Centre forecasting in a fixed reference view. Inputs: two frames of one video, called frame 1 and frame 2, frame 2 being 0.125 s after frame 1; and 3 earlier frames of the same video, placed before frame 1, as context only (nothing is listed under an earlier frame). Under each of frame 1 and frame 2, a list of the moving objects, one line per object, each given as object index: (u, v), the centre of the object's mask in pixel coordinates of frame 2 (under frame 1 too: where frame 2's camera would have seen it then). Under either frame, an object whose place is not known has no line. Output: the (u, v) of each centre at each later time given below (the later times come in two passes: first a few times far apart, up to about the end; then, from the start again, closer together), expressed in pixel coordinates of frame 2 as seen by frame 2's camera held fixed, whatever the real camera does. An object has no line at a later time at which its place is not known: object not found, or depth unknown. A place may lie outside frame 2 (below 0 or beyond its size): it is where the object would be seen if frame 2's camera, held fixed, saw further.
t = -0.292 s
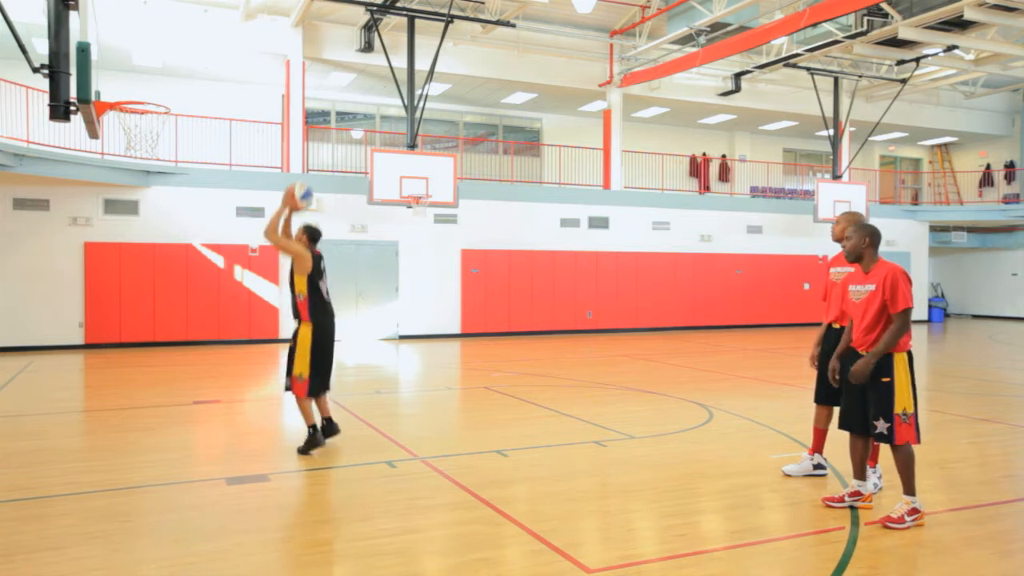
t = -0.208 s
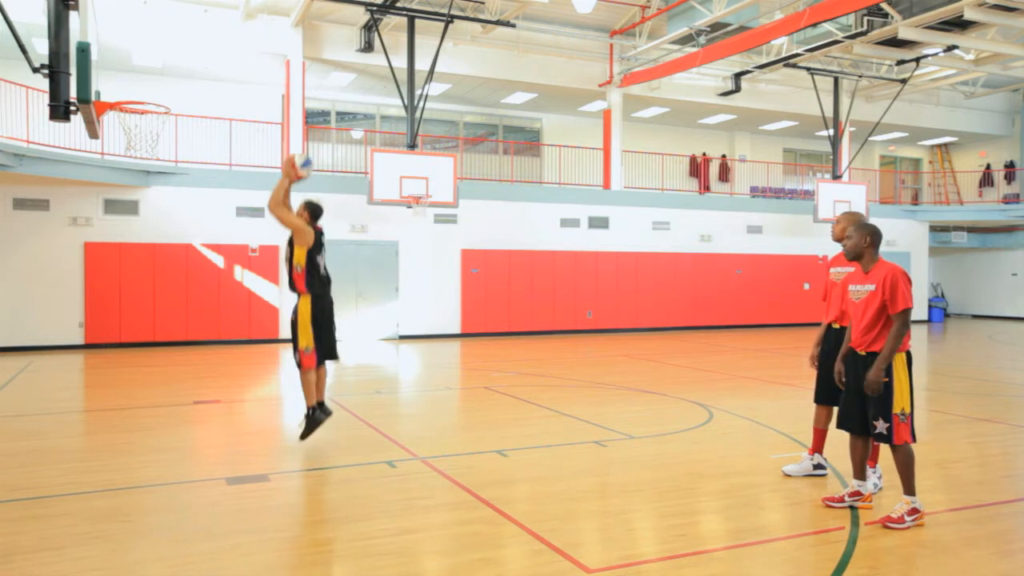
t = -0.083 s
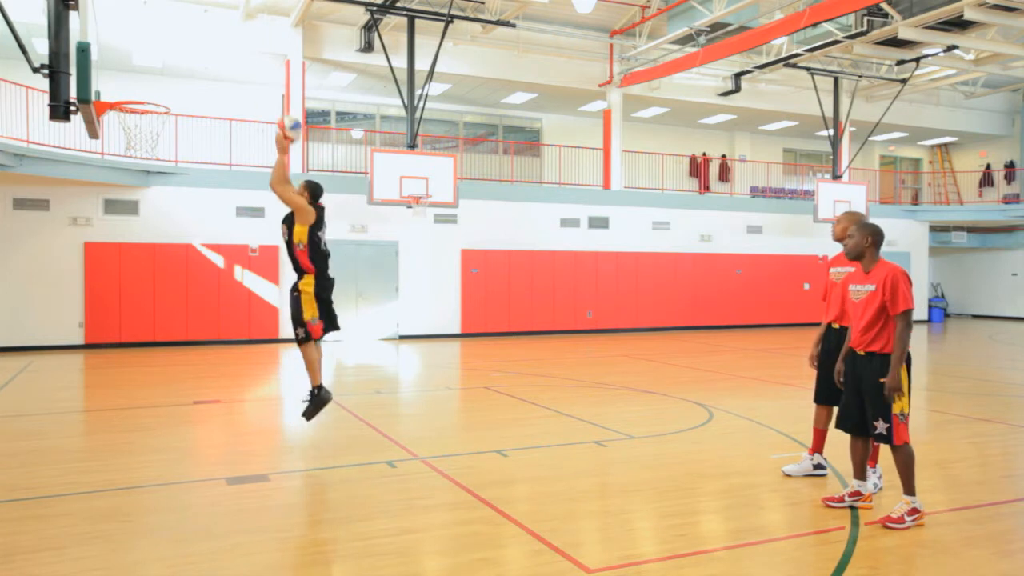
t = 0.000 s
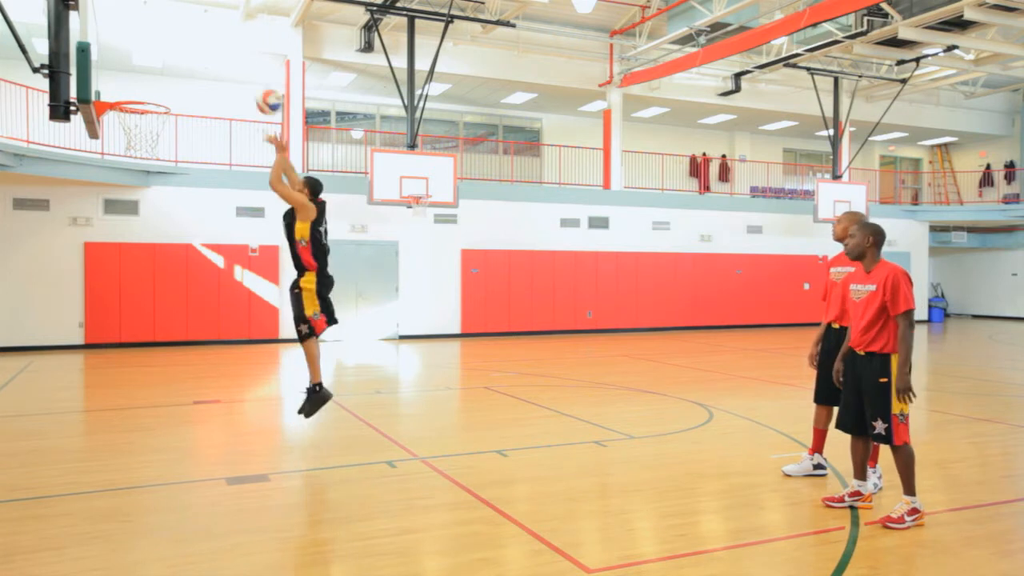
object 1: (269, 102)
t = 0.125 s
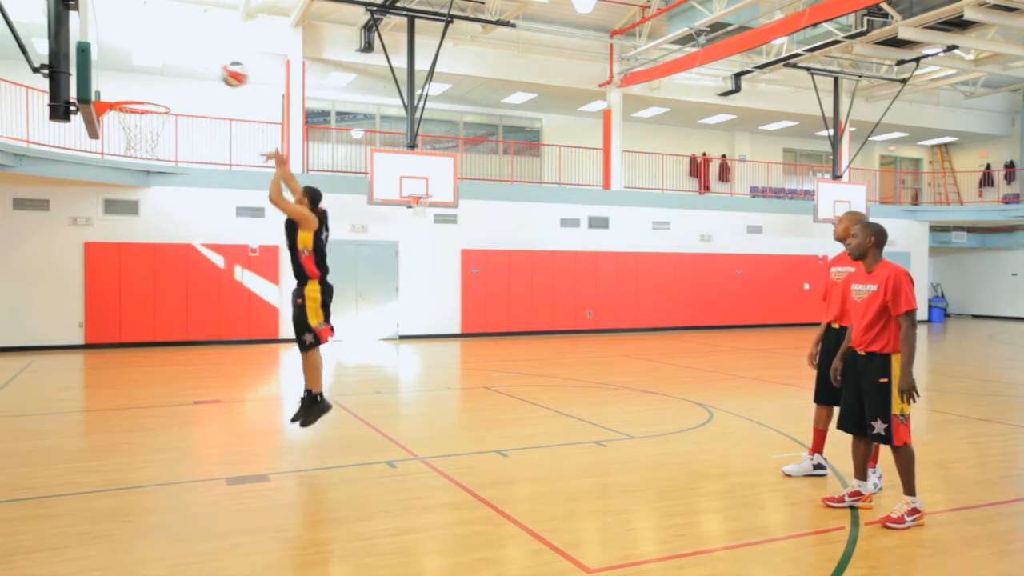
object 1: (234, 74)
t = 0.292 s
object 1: (189, 64)
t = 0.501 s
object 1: (134, 91)
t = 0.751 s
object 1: (130, 93)
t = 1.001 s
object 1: (125, 89)
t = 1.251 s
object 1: (137, 131)
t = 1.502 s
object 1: (151, 223)
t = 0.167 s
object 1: (223, 69)
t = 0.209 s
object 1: (211, 66)
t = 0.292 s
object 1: (189, 64)
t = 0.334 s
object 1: (178, 66)
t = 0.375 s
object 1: (167, 70)
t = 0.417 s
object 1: (156, 76)
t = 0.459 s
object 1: (145, 83)
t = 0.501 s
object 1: (134, 91)
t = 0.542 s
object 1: (128, 101)
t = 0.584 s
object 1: (142, 101)
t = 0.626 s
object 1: (156, 104)
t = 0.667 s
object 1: (149, 100)
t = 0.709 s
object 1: (139, 96)
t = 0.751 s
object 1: (130, 93)
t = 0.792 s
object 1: (121, 92)
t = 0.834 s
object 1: (121, 90)
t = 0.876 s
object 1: (122, 87)
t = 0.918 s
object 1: (124, 86)
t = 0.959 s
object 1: (124, 87)
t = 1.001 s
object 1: (125, 89)
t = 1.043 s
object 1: (126, 92)
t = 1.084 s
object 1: (127, 100)
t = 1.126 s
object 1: (129, 107)
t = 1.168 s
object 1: (132, 116)
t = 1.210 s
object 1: (134, 121)
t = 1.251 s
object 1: (137, 131)
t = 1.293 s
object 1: (139, 142)
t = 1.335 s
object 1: (141, 155)
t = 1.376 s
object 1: (144, 169)
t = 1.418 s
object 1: (147, 184)
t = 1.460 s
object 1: (149, 203)
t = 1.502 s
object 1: (151, 223)
